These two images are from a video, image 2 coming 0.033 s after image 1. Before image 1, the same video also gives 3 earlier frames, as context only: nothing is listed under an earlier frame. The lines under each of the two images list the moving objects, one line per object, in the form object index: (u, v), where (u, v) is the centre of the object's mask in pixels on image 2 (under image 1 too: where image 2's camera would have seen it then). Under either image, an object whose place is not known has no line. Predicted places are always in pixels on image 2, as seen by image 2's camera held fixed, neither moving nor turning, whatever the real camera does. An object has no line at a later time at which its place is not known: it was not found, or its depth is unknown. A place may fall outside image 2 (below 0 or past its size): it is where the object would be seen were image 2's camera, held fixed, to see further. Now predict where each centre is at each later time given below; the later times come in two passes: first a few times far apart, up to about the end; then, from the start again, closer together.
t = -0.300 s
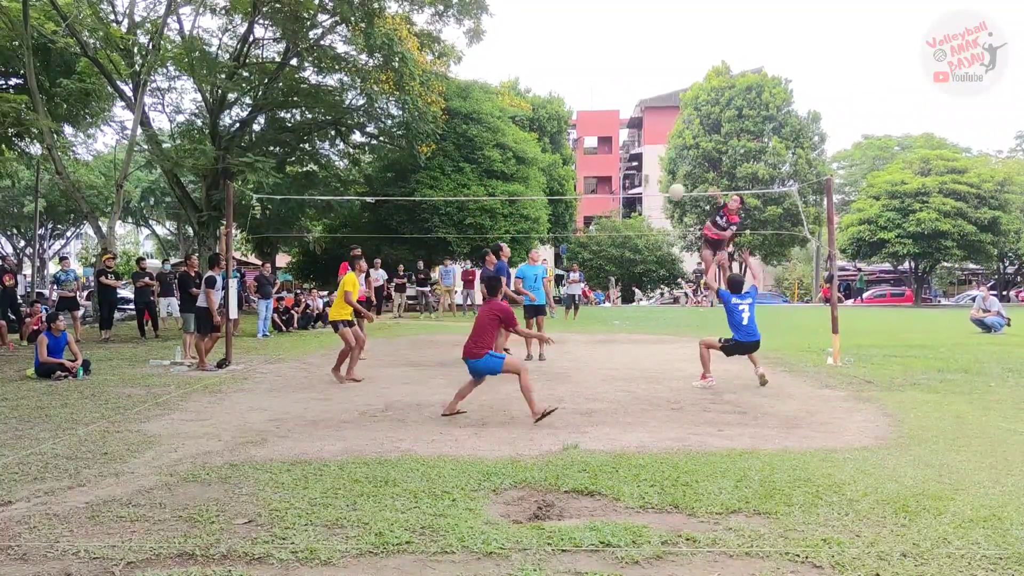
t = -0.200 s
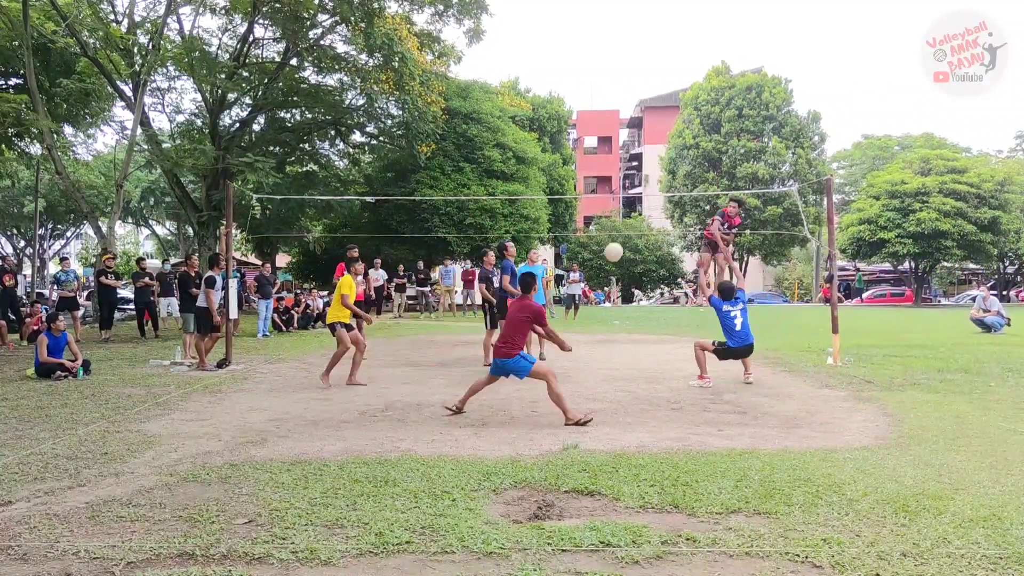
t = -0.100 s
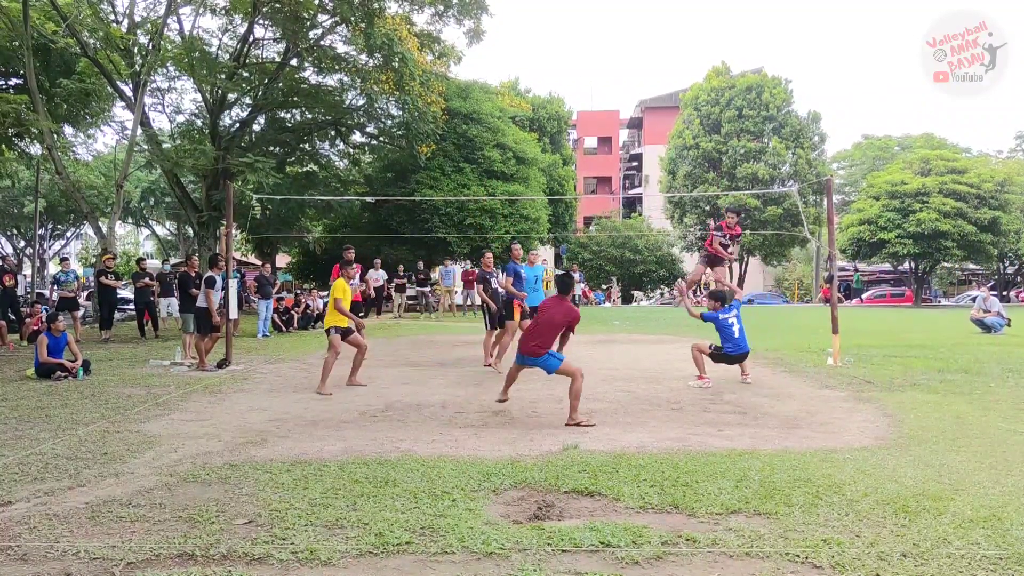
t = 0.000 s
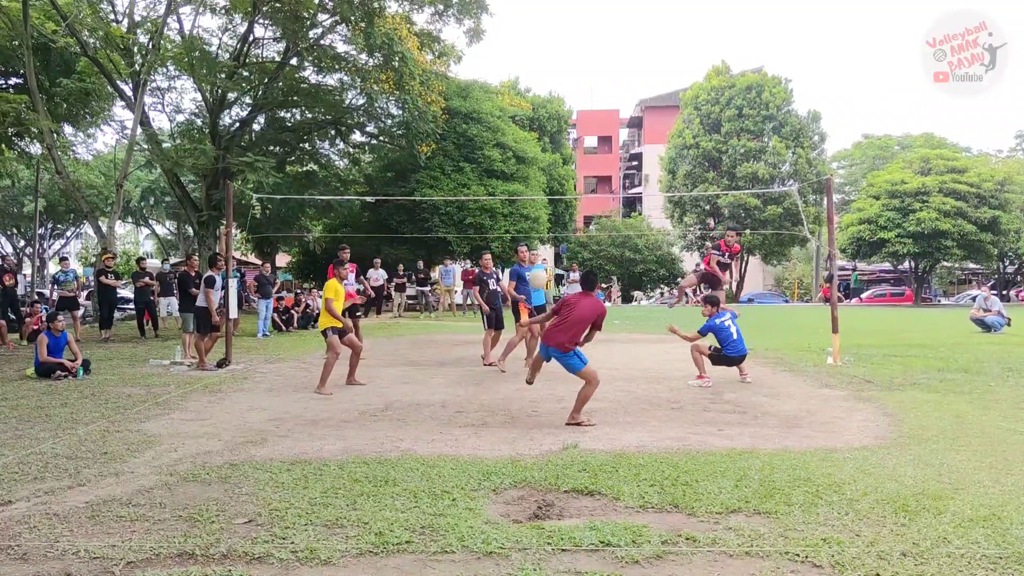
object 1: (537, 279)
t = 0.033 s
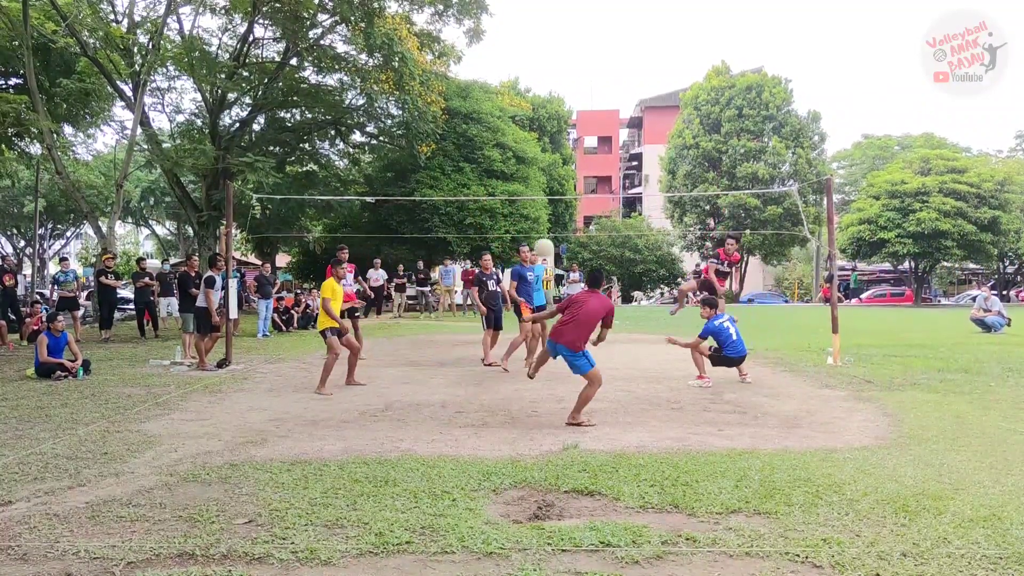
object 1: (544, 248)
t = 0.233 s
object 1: (570, 118)
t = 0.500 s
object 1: (587, 41)
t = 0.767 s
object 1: (593, 28)
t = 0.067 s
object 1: (550, 221)
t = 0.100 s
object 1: (555, 196)
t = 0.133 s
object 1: (559, 173)
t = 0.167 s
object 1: (563, 153)
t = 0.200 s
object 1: (567, 135)
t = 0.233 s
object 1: (570, 118)
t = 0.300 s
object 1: (575, 91)
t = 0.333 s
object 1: (578, 79)
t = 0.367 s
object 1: (580, 69)
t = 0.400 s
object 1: (582, 60)
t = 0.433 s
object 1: (584, 53)
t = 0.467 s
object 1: (585, 46)
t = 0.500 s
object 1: (587, 41)
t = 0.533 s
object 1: (588, 37)
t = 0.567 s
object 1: (589, 33)
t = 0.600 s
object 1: (590, 30)
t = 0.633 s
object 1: (591, 28)
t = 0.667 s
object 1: (592, 27)
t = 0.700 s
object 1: (592, 27)
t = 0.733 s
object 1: (593, 27)
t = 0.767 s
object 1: (593, 28)
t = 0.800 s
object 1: (594, 30)
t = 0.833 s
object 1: (594, 32)
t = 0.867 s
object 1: (594, 34)
